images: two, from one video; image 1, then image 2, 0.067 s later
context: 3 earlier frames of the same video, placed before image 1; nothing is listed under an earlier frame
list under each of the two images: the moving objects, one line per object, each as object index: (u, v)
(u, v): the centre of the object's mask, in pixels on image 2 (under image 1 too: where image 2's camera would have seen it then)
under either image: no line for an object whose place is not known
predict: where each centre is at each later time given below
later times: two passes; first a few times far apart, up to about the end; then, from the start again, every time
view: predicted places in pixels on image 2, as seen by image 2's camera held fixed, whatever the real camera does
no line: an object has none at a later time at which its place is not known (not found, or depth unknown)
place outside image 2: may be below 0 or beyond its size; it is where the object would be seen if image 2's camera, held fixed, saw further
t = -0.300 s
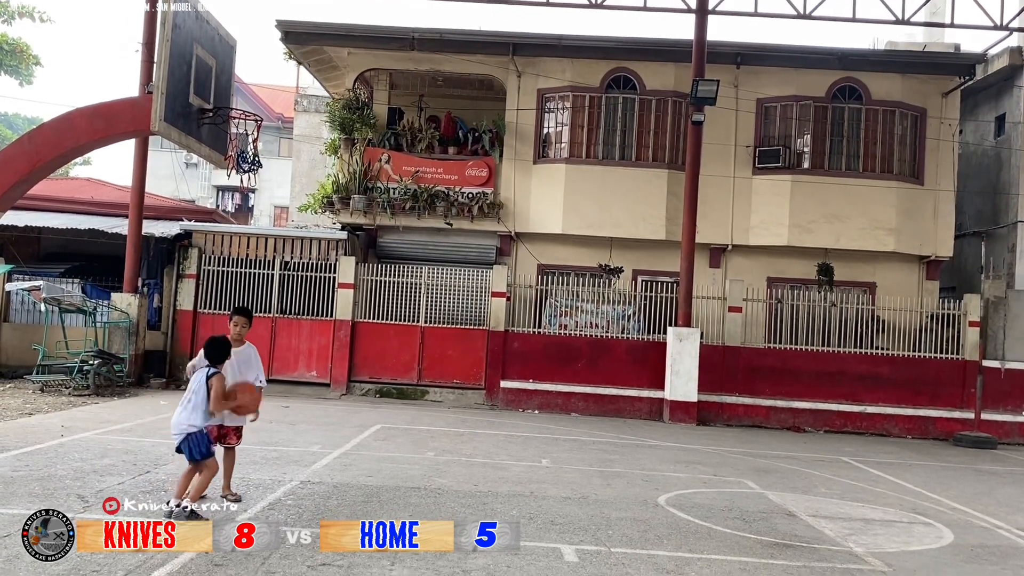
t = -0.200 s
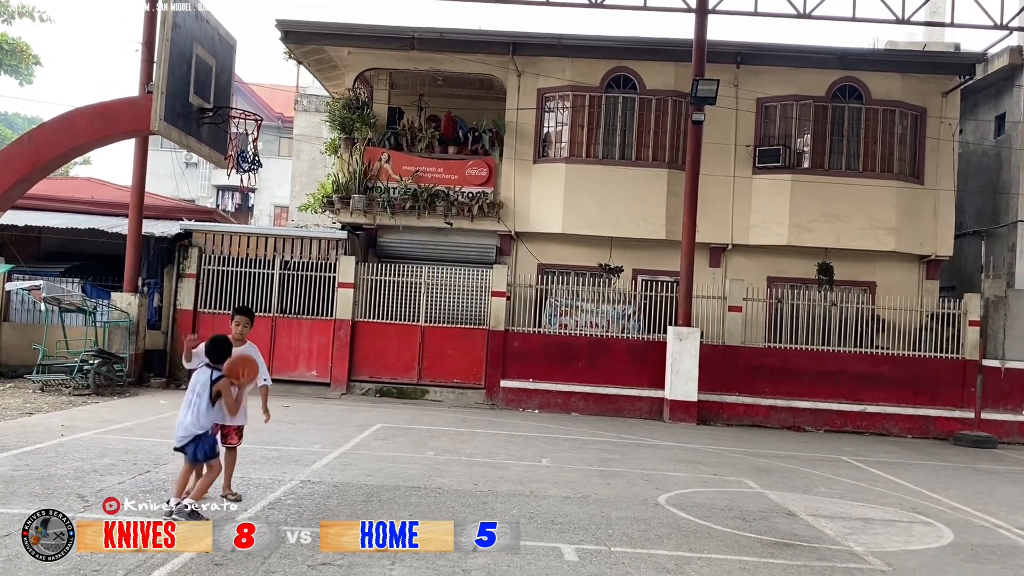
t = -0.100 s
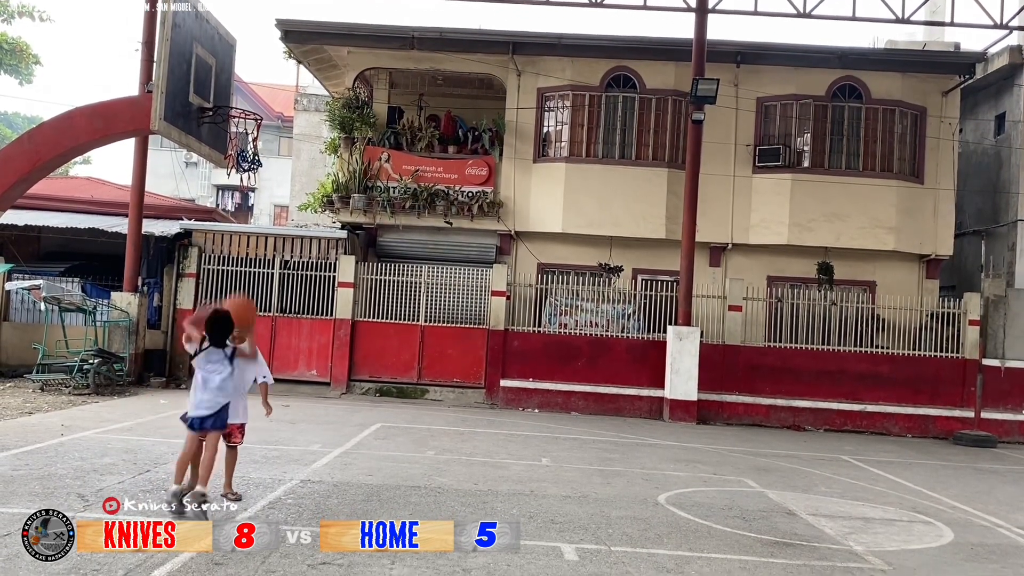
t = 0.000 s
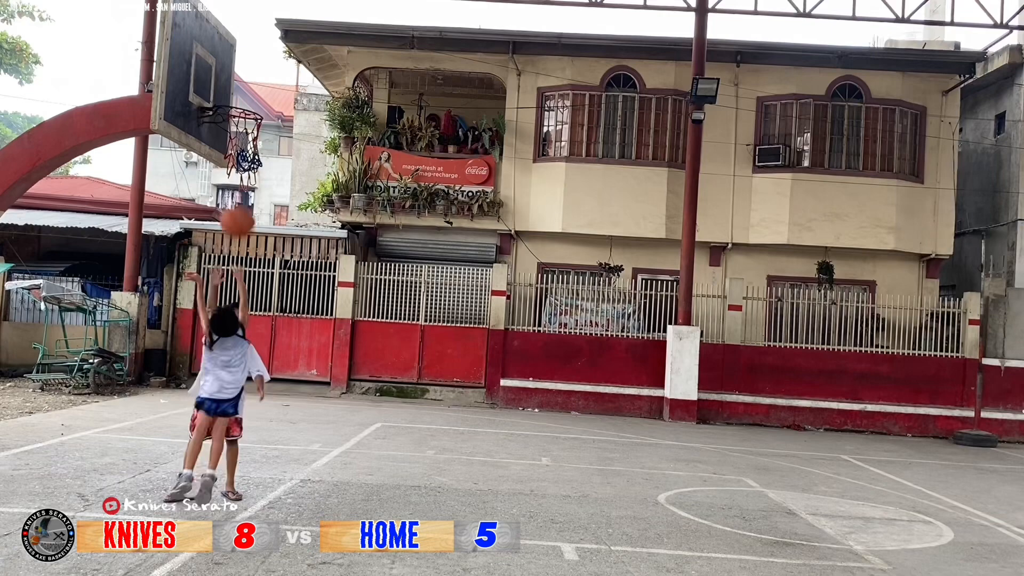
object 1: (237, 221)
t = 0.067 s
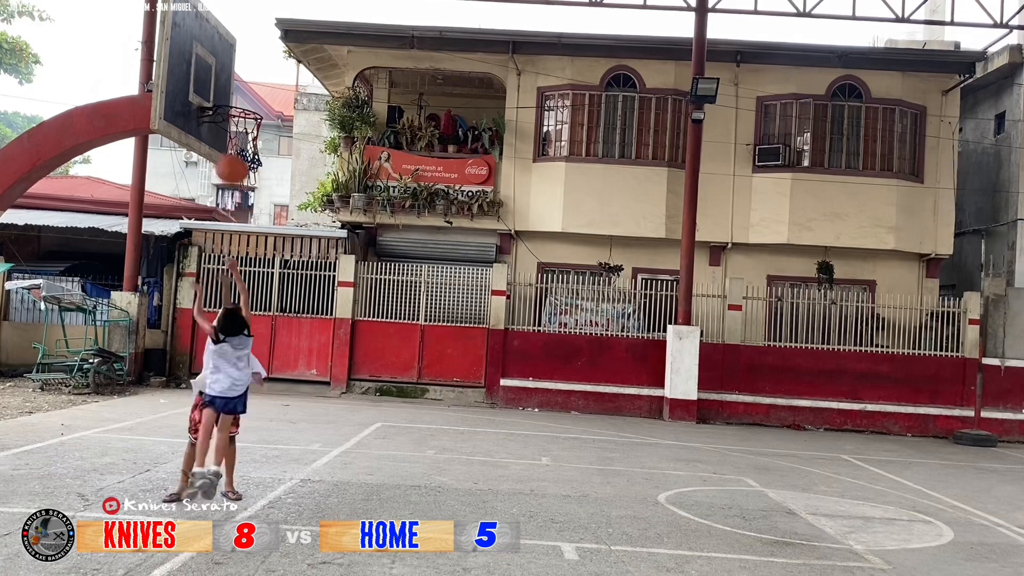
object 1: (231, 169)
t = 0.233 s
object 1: (219, 77)
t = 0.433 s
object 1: (201, 21)
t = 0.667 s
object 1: (237, 39)
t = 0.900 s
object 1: (275, 106)
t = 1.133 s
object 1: (340, 120)
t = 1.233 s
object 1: (364, 142)
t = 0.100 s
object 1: (229, 147)
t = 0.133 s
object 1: (226, 127)
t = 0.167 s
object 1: (224, 108)
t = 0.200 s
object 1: (221, 91)
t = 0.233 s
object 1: (219, 77)
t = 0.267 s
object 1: (215, 63)
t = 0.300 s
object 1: (213, 51)
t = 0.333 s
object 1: (210, 41)
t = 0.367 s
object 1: (207, 32)
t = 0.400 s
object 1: (204, 26)
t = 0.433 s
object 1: (201, 21)
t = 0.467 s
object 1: (200, 17)
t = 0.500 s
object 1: (206, 17)
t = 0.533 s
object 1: (212, 19)
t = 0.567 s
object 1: (219, 23)
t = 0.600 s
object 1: (225, 27)
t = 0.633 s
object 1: (231, 33)
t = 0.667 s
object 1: (237, 39)
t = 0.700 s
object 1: (242, 47)
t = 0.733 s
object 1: (248, 57)
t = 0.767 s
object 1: (253, 67)
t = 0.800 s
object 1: (258, 79)
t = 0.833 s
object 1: (264, 92)
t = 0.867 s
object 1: (268, 106)
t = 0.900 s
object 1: (275, 106)
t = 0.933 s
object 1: (285, 104)
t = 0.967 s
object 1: (295, 103)
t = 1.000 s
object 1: (304, 104)
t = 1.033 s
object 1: (313, 106)
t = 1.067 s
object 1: (322, 109)
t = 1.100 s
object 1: (331, 113)
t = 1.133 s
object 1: (340, 120)
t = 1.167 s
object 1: (349, 128)
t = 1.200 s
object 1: (357, 133)
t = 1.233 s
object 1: (364, 142)
